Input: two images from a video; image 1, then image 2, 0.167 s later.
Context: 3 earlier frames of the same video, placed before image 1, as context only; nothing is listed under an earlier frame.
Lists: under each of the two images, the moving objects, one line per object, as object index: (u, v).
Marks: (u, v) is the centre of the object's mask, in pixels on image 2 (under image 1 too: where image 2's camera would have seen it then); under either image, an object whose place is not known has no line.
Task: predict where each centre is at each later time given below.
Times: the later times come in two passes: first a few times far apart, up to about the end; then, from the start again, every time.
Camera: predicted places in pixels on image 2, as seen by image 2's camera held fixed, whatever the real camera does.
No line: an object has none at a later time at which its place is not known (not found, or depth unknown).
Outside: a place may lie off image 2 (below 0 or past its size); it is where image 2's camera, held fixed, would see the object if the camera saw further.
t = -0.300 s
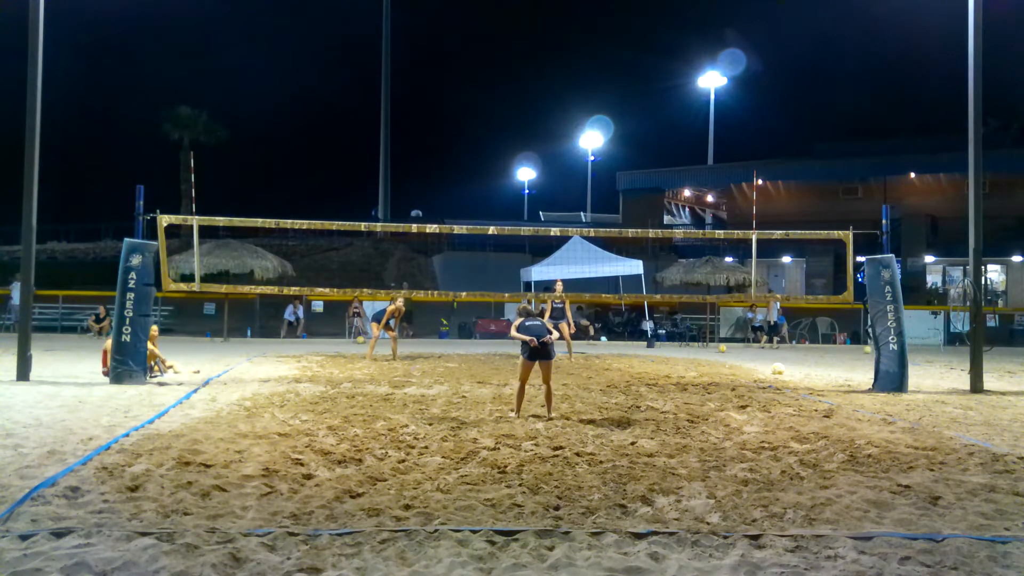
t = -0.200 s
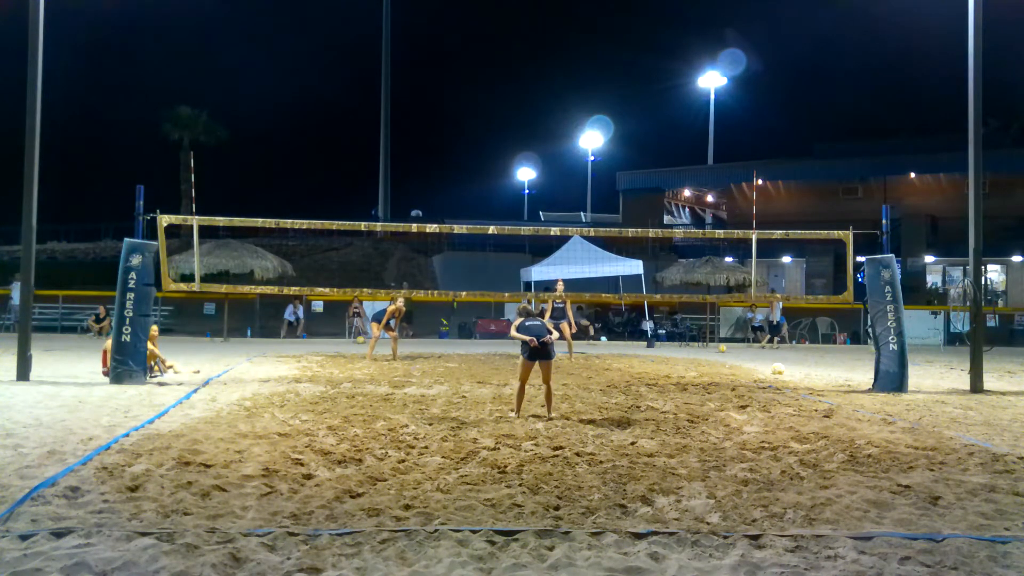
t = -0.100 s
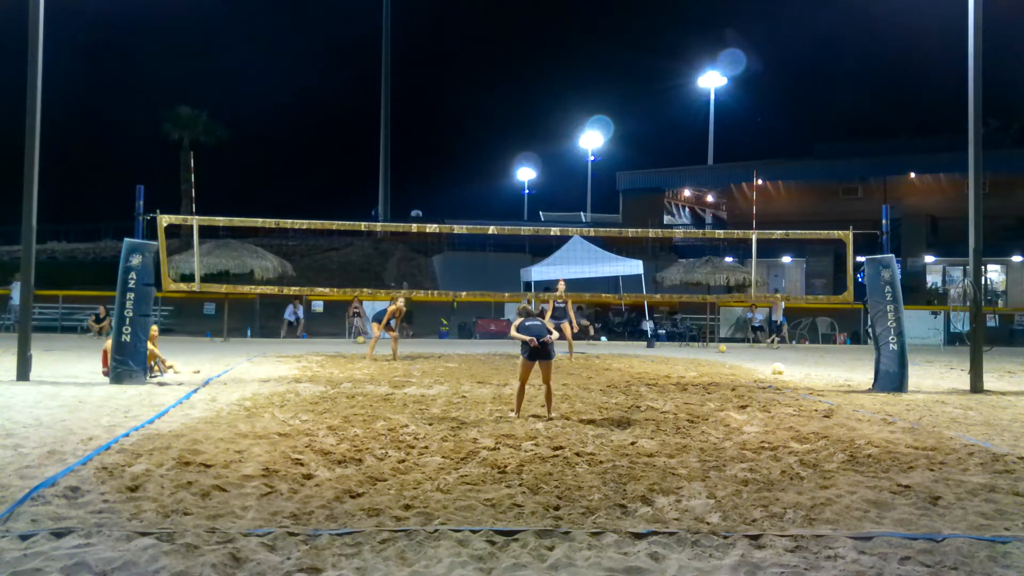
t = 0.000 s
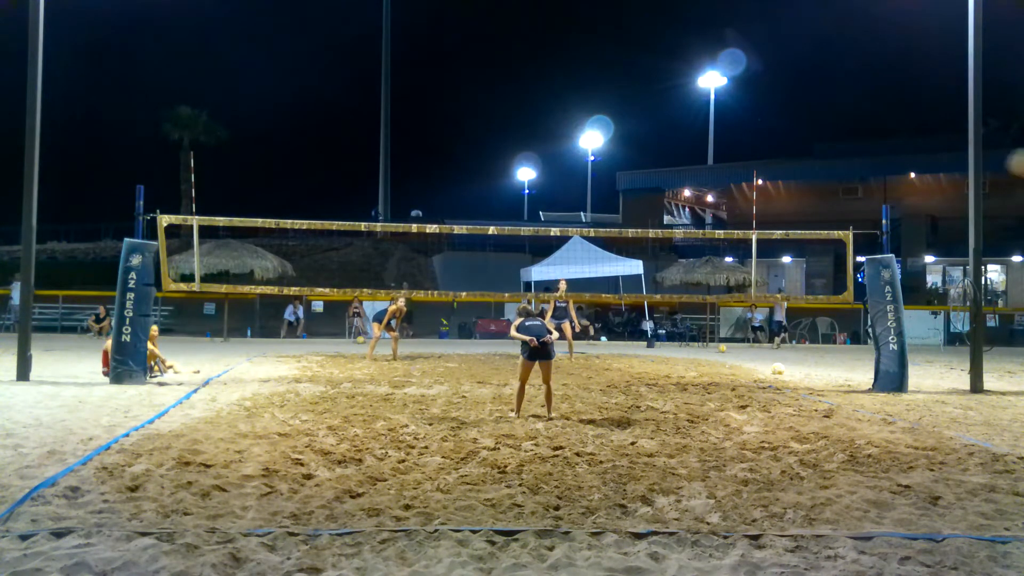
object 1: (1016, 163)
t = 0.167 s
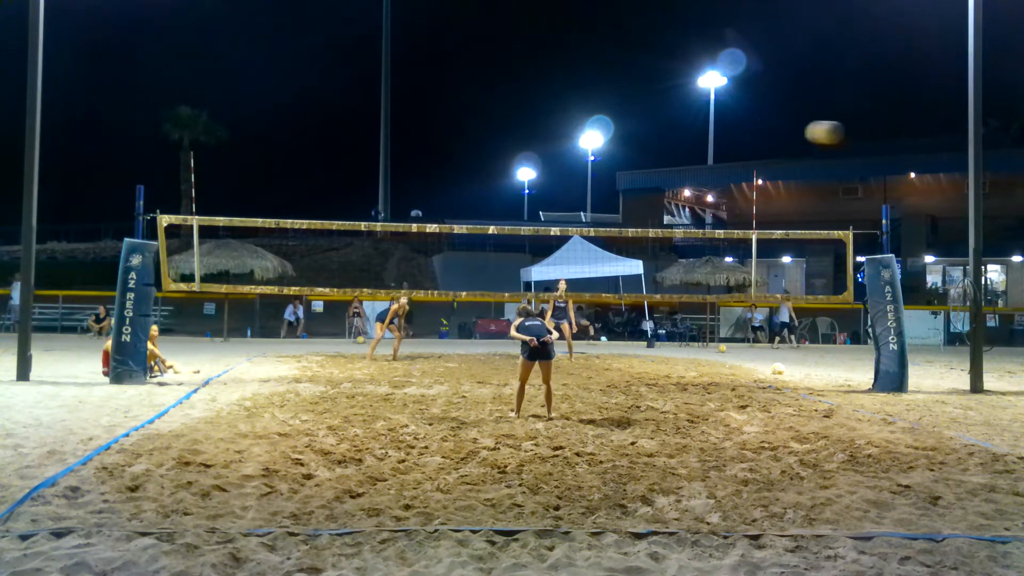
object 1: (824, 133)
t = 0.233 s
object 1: (766, 133)
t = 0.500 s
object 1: (605, 175)
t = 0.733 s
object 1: (518, 243)
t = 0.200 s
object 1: (794, 132)
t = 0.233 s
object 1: (766, 133)
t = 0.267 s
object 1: (740, 135)
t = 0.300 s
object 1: (717, 138)
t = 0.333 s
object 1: (694, 142)
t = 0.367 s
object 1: (674, 147)
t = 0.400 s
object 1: (654, 153)
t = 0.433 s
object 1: (637, 160)
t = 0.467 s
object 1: (620, 167)
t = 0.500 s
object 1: (605, 175)
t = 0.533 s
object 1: (590, 184)
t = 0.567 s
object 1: (577, 193)
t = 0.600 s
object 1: (563, 202)
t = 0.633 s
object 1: (551, 212)
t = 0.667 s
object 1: (540, 221)
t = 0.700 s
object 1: (529, 232)
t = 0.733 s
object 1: (518, 243)
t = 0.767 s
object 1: (509, 253)
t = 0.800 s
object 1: (499, 264)
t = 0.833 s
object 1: (489, 275)
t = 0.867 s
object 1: (481, 285)
